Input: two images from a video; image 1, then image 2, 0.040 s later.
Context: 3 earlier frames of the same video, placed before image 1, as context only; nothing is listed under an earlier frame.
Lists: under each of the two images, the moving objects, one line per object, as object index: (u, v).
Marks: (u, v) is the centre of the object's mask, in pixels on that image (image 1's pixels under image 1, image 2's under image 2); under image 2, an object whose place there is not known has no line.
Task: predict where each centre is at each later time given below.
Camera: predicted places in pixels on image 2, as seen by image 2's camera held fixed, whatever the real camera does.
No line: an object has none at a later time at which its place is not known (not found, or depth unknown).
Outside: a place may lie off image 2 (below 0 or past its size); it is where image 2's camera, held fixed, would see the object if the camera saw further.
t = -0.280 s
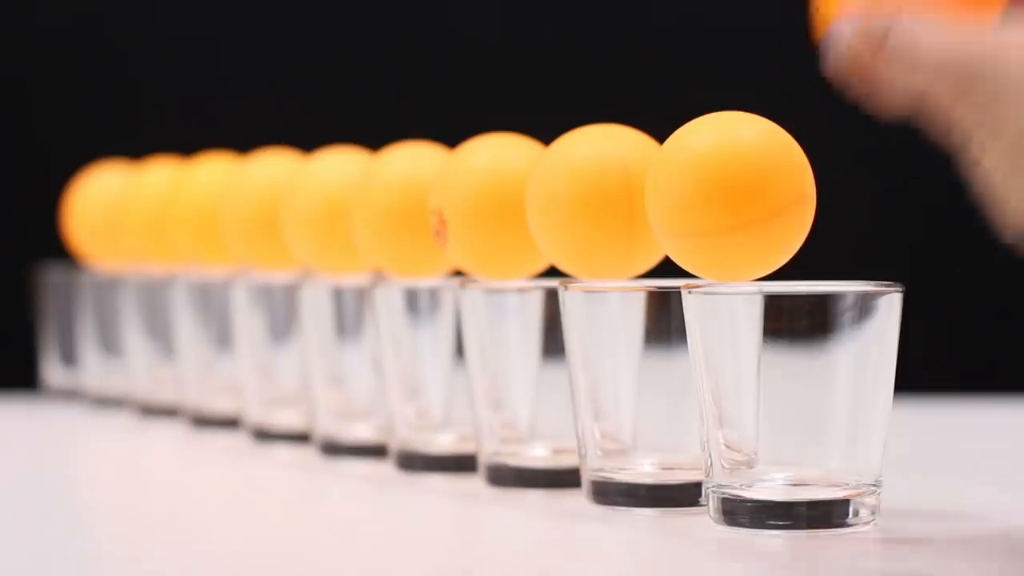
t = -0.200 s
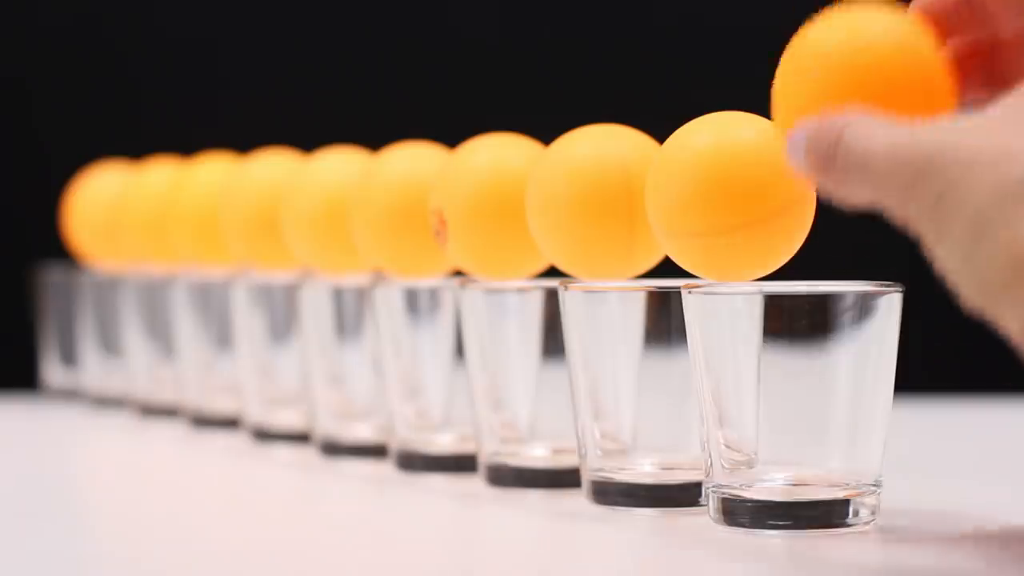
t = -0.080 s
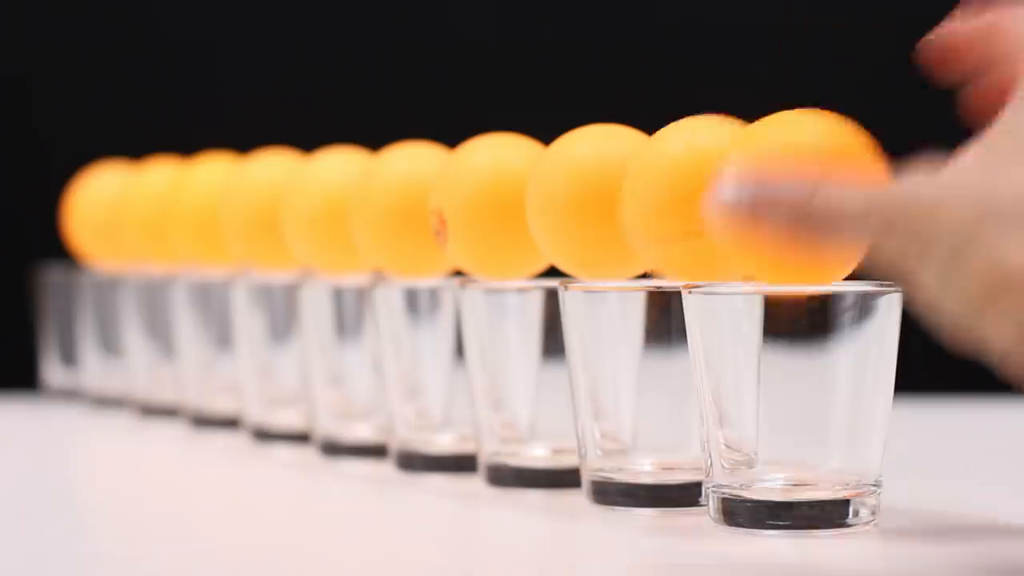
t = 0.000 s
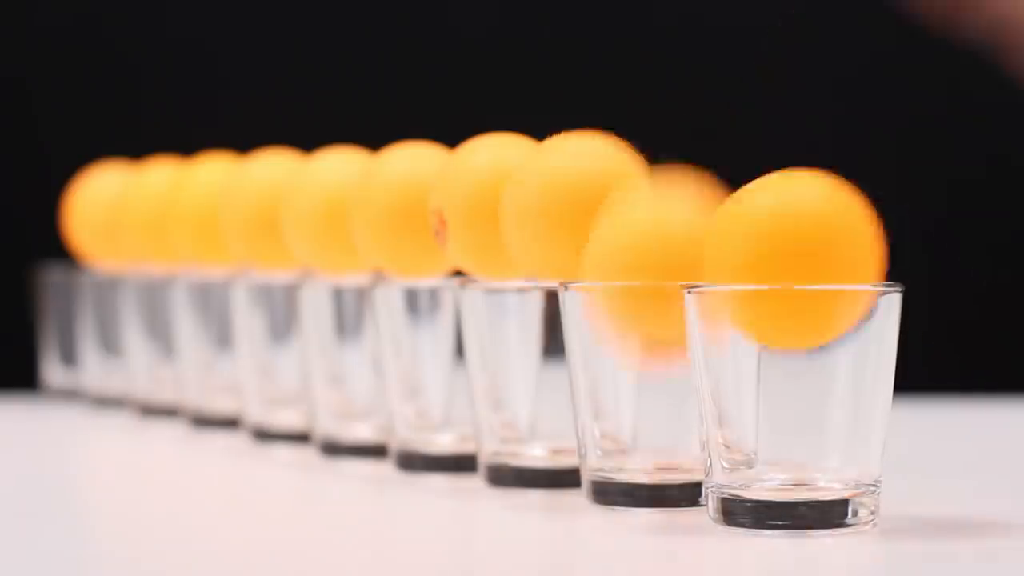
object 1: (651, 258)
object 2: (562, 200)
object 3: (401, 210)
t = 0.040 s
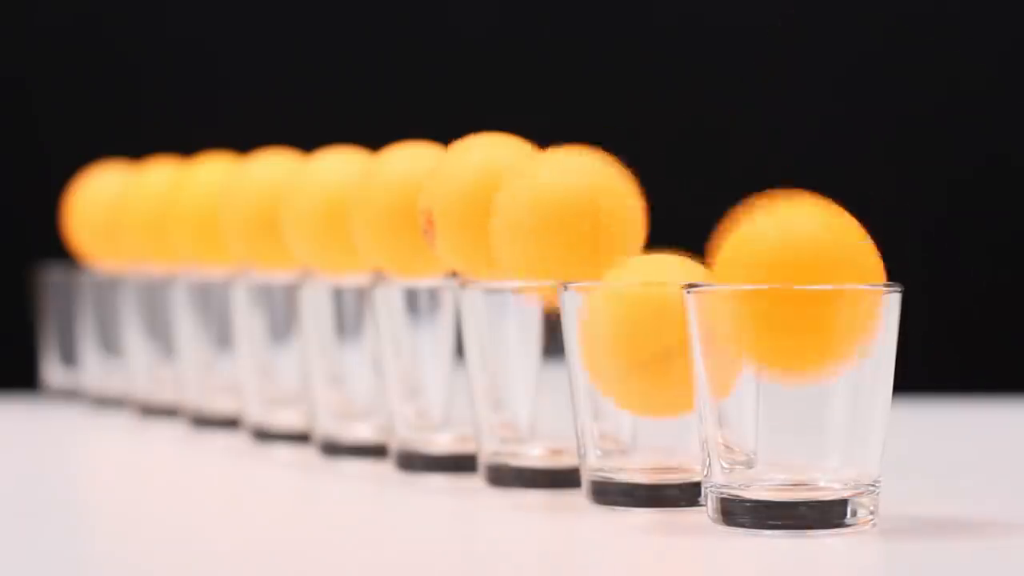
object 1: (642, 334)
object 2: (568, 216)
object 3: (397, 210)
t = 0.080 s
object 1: (643, 336)
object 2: (548, 269)
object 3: (393, 206)
